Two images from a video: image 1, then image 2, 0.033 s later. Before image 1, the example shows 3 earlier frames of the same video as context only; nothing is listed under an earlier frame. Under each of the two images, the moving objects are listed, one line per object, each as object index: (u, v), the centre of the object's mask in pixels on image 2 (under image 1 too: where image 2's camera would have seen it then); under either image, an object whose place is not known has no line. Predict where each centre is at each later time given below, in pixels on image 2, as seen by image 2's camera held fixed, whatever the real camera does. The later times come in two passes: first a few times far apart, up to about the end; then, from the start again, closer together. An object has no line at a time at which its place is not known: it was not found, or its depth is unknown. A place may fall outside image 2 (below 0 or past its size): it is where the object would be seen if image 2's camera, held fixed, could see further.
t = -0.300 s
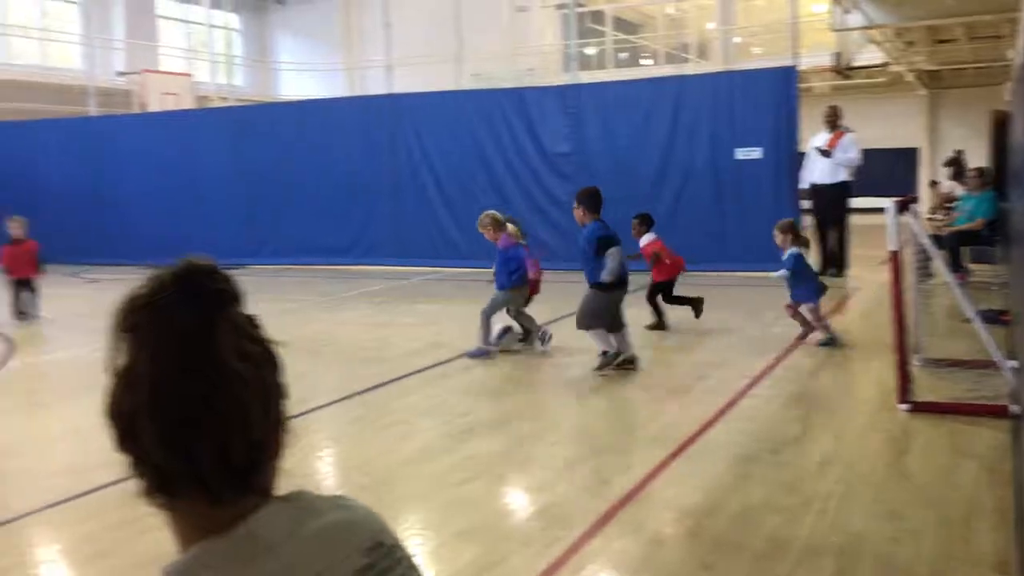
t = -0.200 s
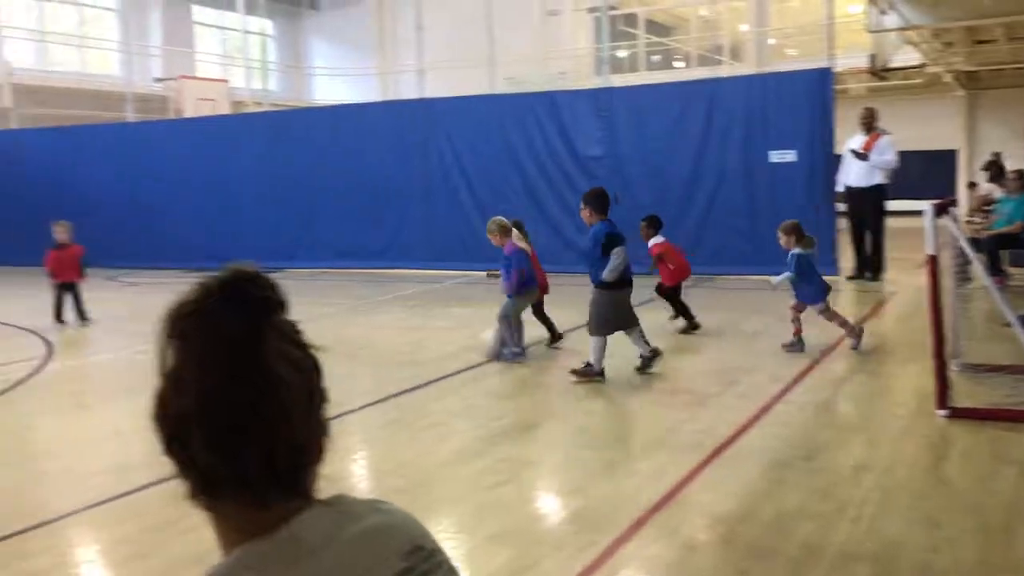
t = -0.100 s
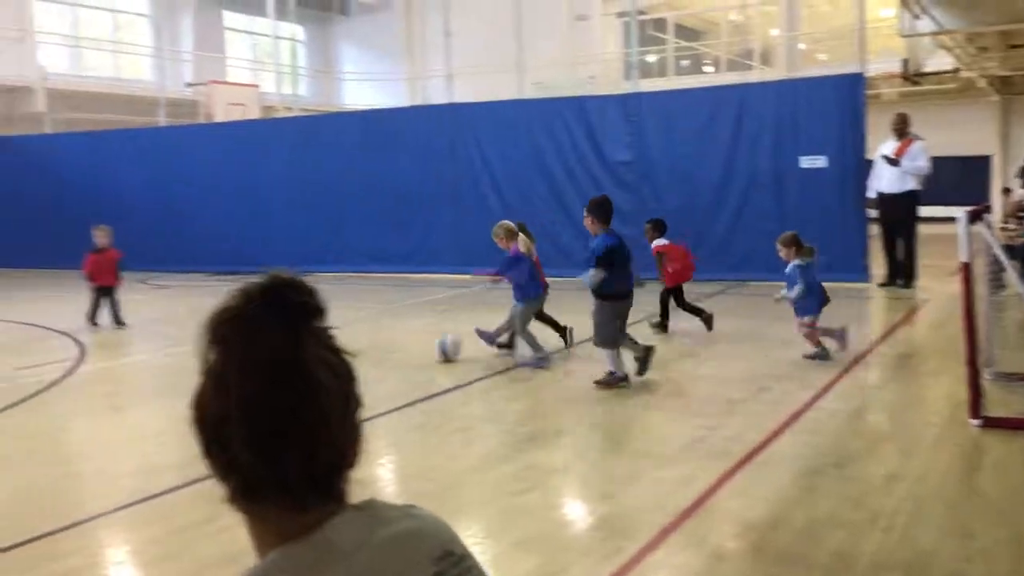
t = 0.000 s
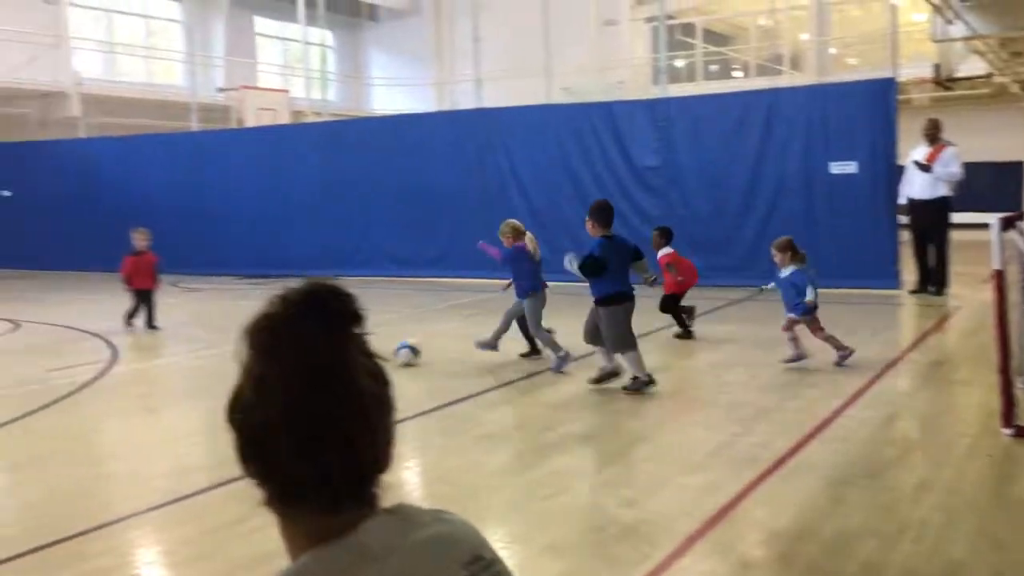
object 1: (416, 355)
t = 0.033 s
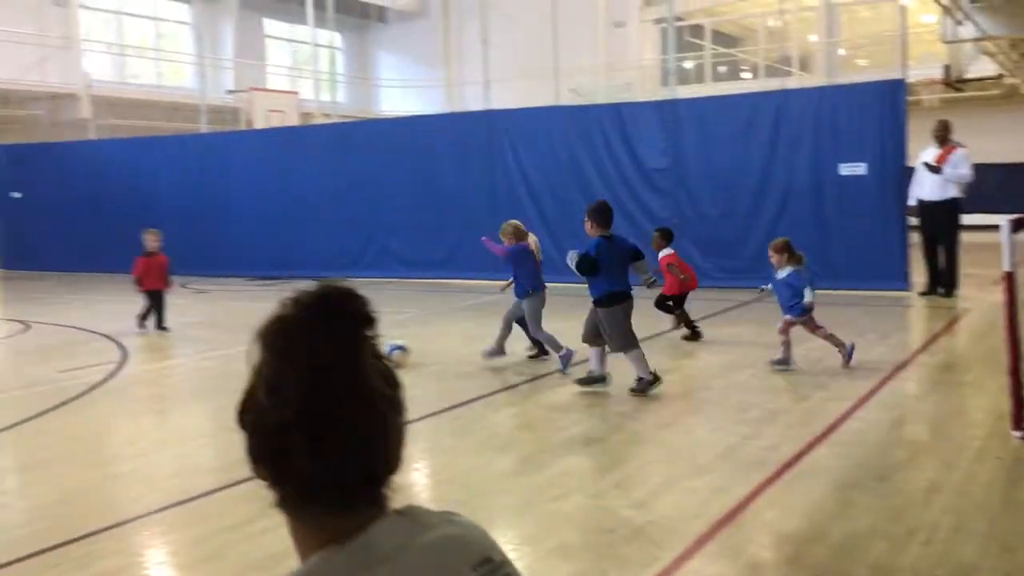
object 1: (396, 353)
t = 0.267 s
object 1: (257, 349)
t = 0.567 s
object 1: (139, 355)
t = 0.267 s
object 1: (257, 349)
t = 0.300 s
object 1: (250, 356)
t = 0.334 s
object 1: (237, 355)
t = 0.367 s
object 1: (220, 356)
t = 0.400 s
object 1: (208, 354)
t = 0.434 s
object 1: (193, 356)
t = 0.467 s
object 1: (180, 355)
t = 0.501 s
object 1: (166, 356)
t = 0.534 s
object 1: (153, 355)
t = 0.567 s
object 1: (139, 355)
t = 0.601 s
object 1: (126, 355)
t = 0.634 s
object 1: (113, 357)
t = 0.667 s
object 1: (100, 355)
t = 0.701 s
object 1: (87, 356)
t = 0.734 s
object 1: (75, 355)
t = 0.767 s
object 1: (61, 357)
